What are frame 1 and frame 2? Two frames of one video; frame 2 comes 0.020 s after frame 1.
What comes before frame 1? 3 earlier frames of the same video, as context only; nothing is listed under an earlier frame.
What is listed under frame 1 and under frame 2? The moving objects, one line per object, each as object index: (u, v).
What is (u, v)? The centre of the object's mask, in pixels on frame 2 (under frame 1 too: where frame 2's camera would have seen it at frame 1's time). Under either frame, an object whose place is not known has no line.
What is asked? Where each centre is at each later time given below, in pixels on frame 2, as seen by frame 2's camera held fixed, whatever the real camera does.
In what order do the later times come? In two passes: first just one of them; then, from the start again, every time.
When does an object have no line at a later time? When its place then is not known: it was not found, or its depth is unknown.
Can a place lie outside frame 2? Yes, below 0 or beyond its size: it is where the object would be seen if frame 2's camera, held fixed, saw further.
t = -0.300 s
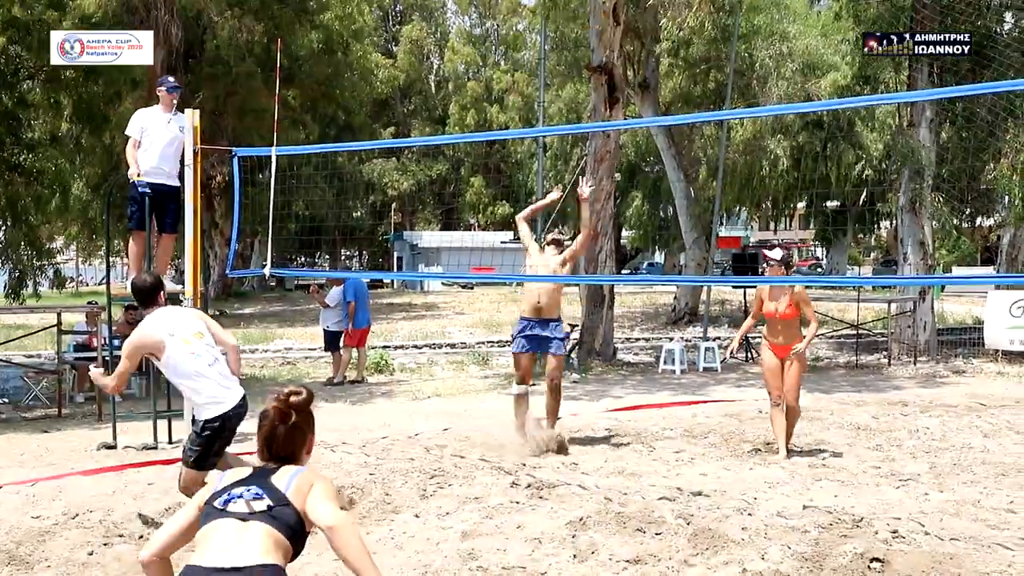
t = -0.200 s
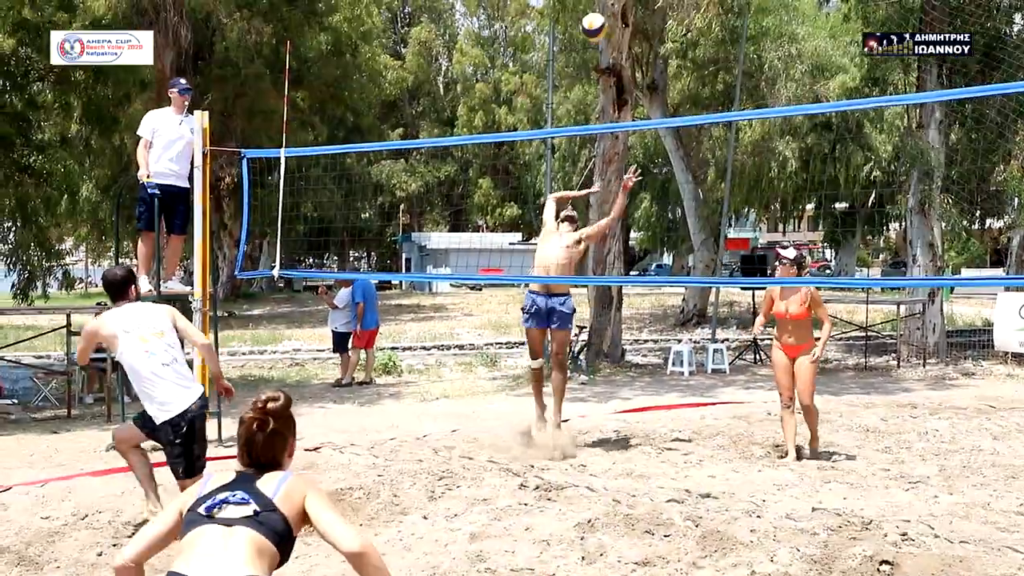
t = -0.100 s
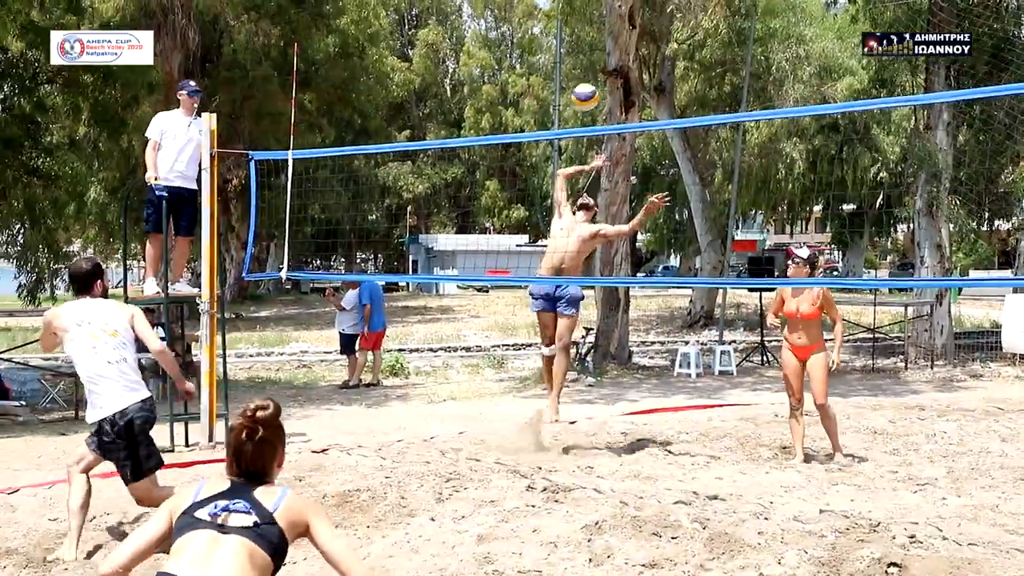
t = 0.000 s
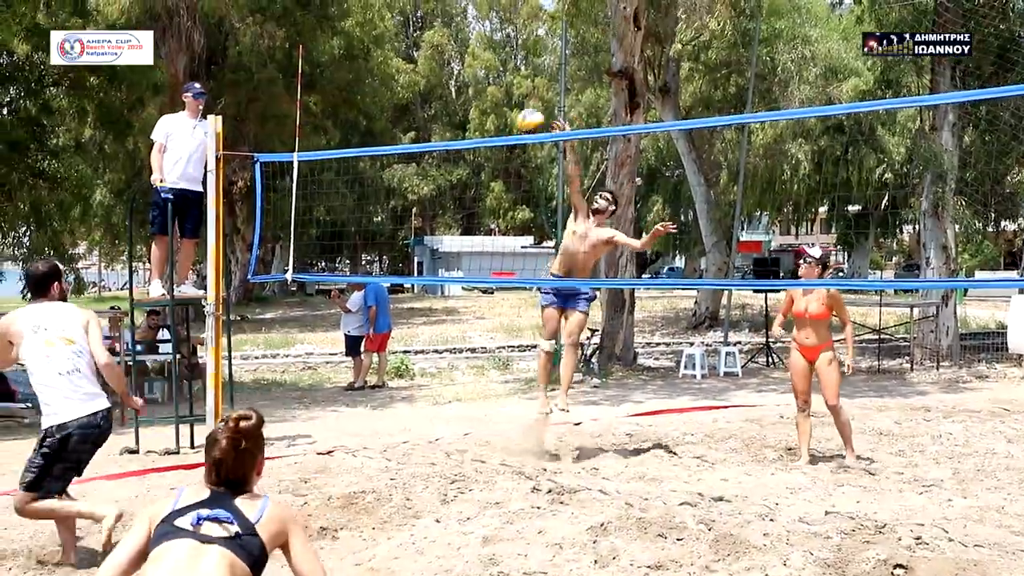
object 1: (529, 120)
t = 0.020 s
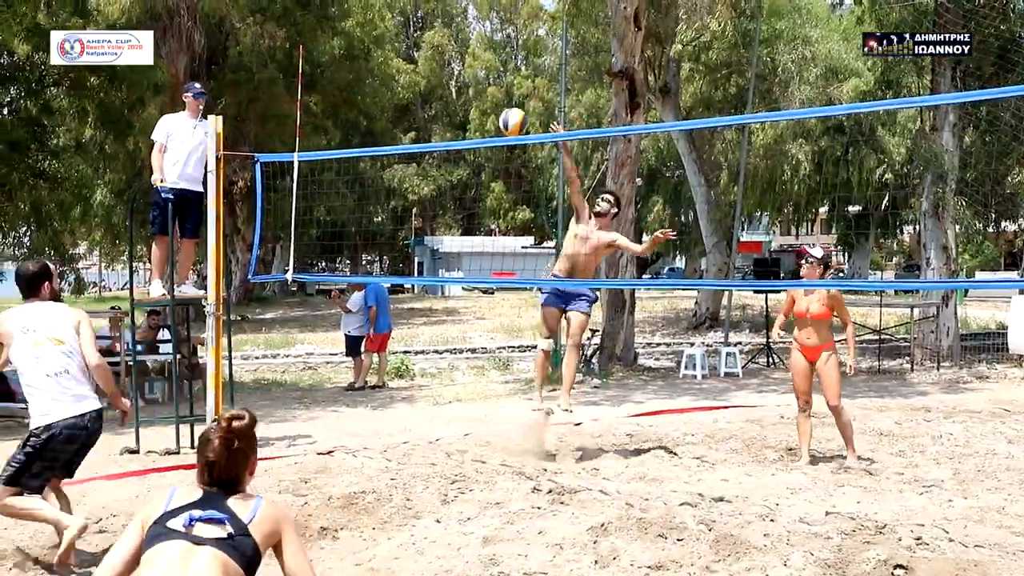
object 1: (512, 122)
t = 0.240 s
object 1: (287, 154)
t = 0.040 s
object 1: (496, 121)
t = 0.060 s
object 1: (475, 121)
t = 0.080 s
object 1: (456, 123)
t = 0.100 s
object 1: (437, 125)
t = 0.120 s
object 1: (418, 127)
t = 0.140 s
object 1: (396, 129)
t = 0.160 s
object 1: (376, 132)
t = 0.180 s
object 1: (355, 136)
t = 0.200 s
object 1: (332, 141)
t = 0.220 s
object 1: (309, 148)
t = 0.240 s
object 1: (287, 154)
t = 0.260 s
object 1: (264, 162)
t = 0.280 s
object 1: (240, 170)
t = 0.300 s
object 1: (217, 178)
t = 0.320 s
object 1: (190, 188)
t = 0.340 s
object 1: (165, 200)
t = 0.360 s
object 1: (138, 211)
